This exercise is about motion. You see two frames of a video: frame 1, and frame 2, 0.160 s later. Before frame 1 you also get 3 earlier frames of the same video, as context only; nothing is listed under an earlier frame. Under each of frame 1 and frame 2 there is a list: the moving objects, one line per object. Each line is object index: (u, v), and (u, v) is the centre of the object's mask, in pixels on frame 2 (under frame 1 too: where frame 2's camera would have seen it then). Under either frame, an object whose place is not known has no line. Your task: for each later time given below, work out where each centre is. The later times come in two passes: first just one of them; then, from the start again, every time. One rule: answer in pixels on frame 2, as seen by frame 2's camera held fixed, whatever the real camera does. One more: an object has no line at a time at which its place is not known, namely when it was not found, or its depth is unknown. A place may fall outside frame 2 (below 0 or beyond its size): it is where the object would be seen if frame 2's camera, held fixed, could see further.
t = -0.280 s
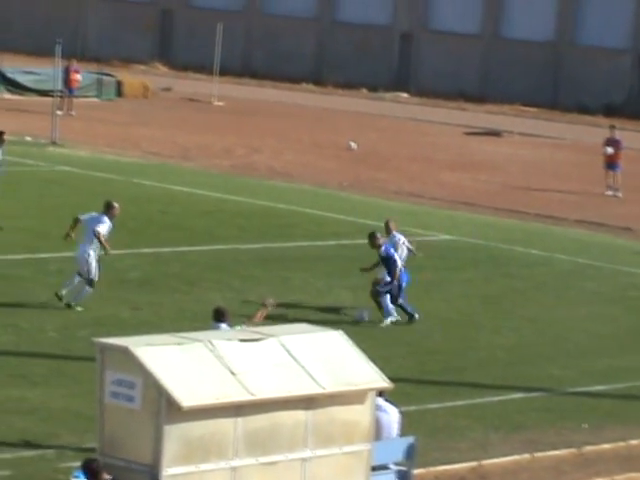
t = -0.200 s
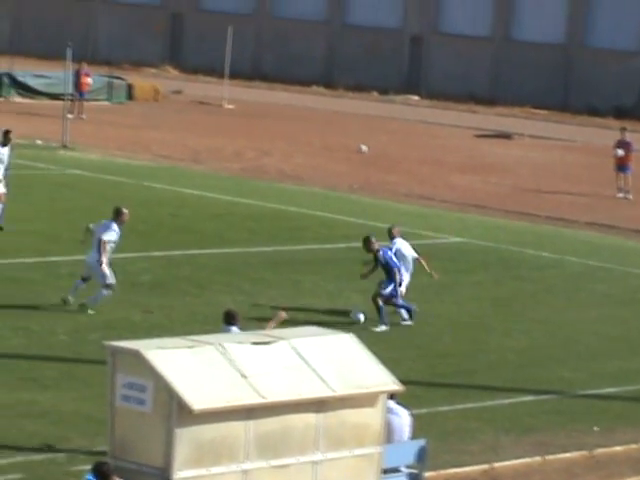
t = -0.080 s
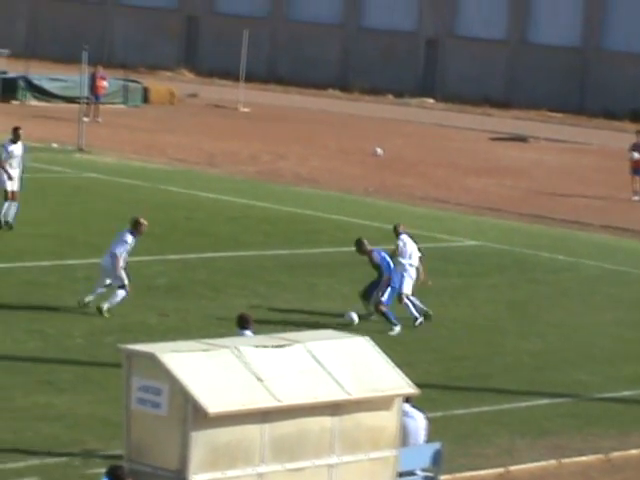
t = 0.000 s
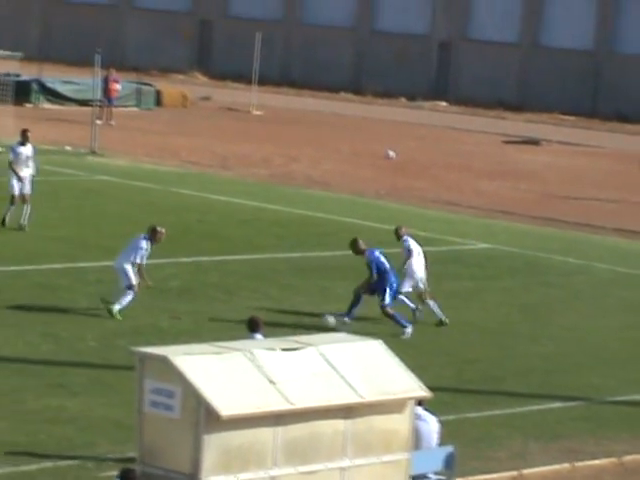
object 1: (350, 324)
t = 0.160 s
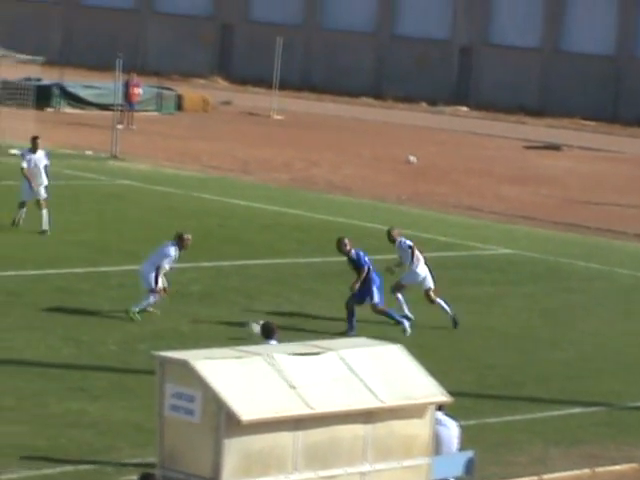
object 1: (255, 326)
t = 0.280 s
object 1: (192, 330)
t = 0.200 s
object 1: (234, 330)
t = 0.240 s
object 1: (211, 333)
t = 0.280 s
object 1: (192, 330)
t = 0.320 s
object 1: (172, 329)
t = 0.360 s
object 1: (153, 330)
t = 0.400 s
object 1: (133, 332)
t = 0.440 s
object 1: (114, 334)
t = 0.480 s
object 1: (93, 337)
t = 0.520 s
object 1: (75, 336)
